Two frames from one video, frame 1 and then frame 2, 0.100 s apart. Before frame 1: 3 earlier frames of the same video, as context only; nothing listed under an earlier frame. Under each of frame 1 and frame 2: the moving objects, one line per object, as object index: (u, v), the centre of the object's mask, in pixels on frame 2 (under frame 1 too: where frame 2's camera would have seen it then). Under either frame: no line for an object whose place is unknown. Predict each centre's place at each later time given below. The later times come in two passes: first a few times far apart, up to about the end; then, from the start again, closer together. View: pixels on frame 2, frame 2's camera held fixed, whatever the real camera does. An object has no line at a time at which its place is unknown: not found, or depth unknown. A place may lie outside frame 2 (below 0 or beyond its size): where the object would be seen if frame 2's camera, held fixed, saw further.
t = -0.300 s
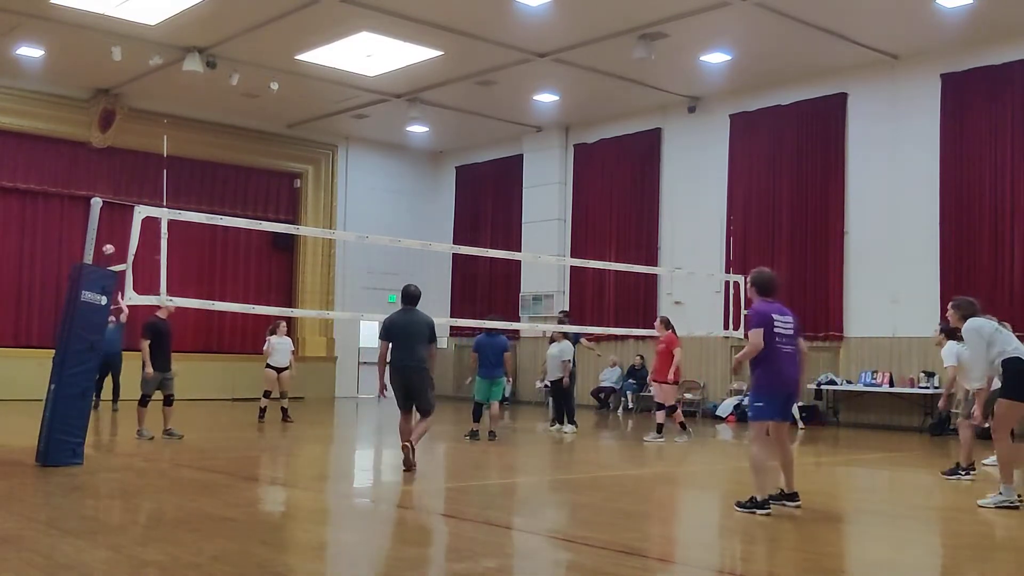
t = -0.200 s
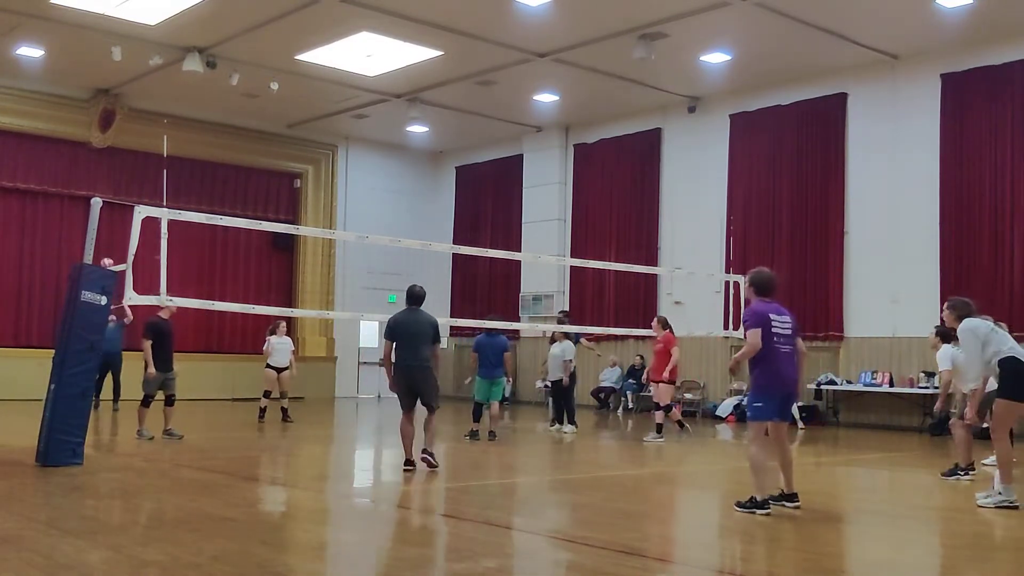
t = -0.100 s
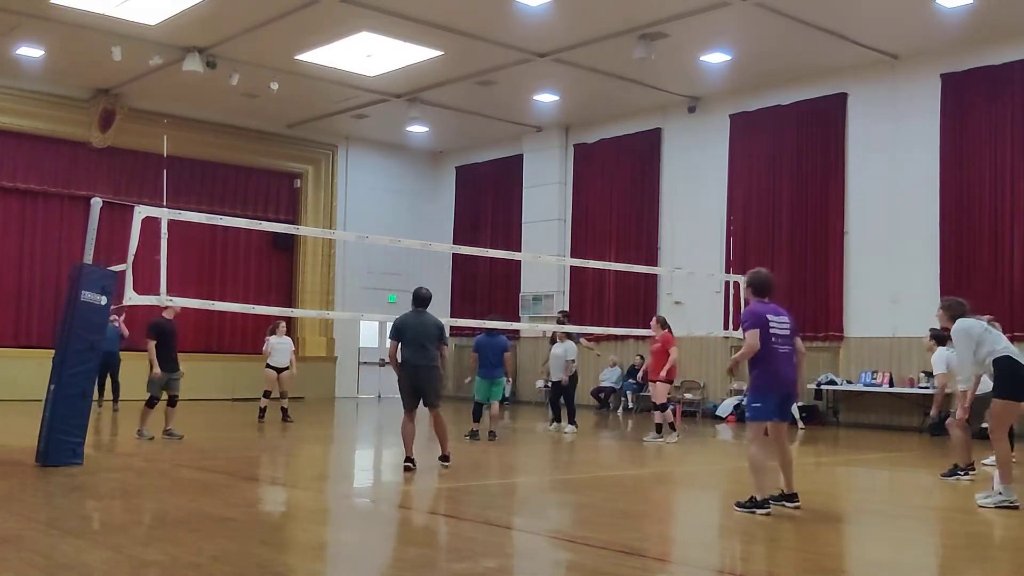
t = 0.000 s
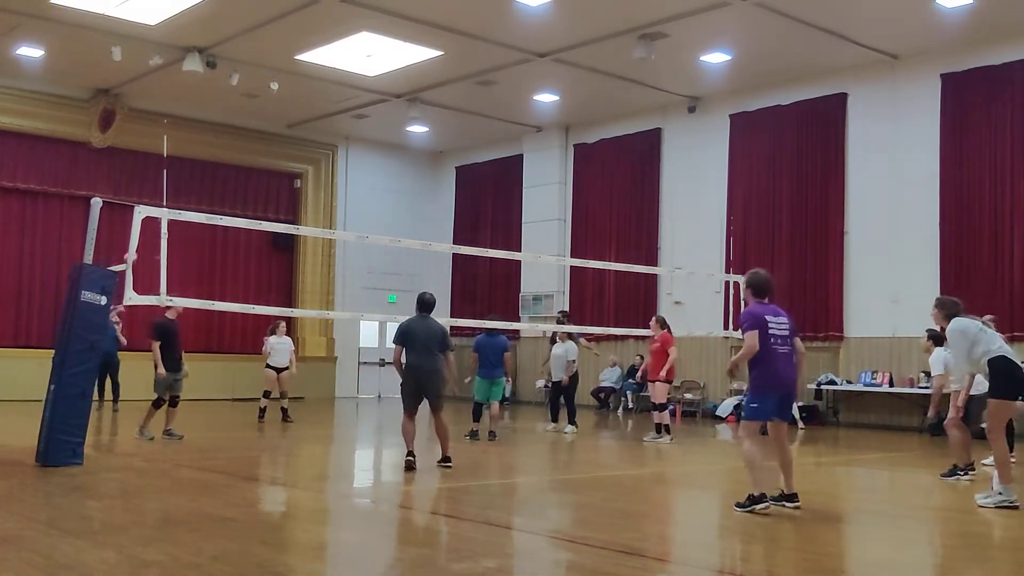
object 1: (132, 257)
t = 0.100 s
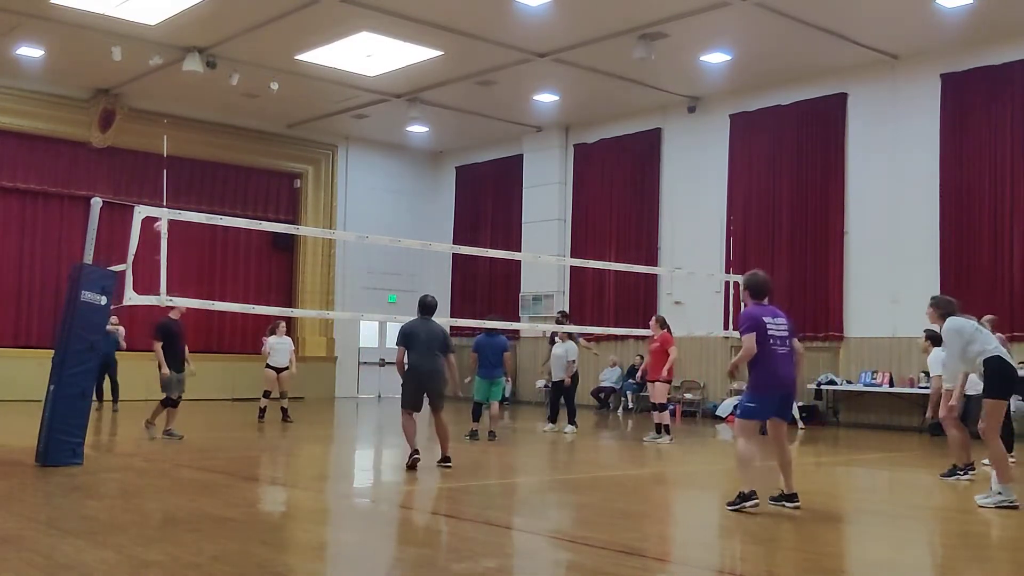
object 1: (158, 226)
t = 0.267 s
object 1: (219, 182)
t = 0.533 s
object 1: (331, 135)
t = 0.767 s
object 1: (454, 133)
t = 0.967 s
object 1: (586, 177)
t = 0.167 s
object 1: (183, 206)
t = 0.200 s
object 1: (194, 199)
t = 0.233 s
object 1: (206, 190)
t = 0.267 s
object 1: (219, 182)
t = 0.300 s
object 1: (231, 174)
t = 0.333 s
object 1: (244, 167)
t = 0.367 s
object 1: (258, 160)
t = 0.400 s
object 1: (272, 153)
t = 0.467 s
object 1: (300, 142)
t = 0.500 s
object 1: (316, 138)
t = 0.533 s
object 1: (331, 135)
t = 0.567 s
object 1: (347, 131)
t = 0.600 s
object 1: (364, 130)
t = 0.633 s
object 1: (381, 129)
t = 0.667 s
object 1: (397, 129)
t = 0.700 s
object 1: (417, 129)
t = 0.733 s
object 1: (436, 132)
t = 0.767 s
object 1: (454, 133)
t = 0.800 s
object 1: (475, 137)
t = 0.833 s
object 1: (495, 142)
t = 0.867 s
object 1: (517, 149)
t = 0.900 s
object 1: (539, 156)
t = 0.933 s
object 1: (563, 166)
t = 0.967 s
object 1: (586, 177)
